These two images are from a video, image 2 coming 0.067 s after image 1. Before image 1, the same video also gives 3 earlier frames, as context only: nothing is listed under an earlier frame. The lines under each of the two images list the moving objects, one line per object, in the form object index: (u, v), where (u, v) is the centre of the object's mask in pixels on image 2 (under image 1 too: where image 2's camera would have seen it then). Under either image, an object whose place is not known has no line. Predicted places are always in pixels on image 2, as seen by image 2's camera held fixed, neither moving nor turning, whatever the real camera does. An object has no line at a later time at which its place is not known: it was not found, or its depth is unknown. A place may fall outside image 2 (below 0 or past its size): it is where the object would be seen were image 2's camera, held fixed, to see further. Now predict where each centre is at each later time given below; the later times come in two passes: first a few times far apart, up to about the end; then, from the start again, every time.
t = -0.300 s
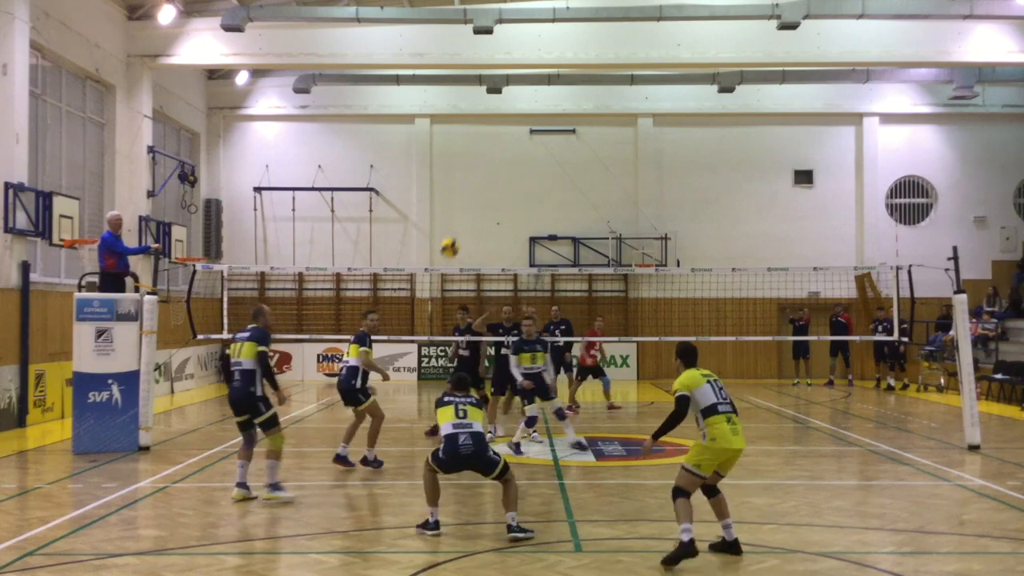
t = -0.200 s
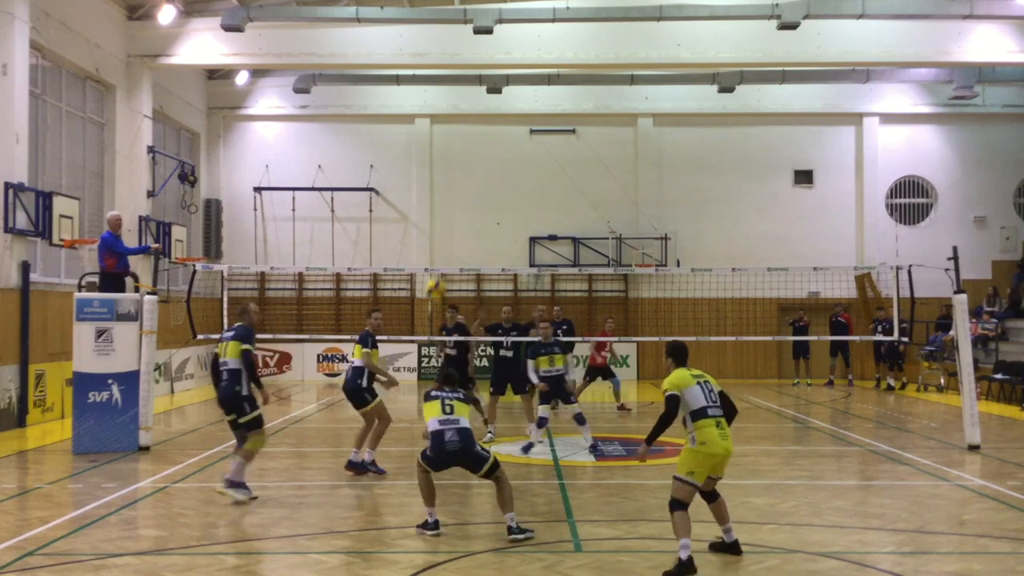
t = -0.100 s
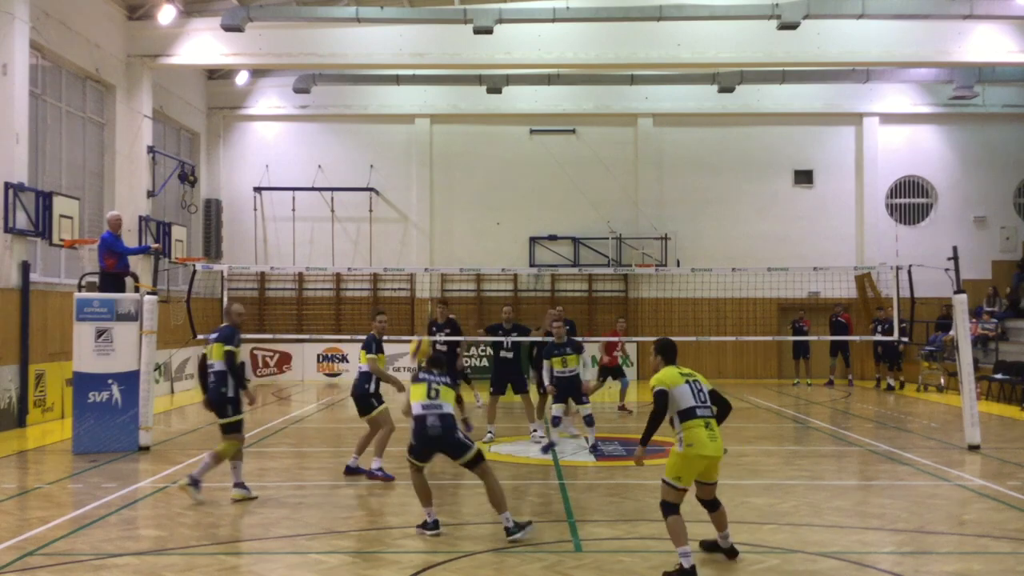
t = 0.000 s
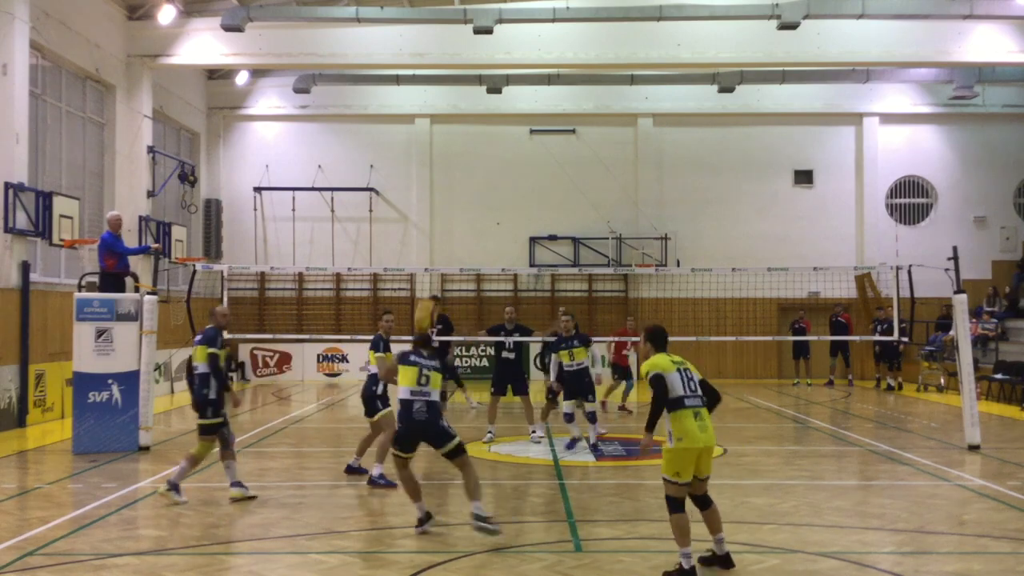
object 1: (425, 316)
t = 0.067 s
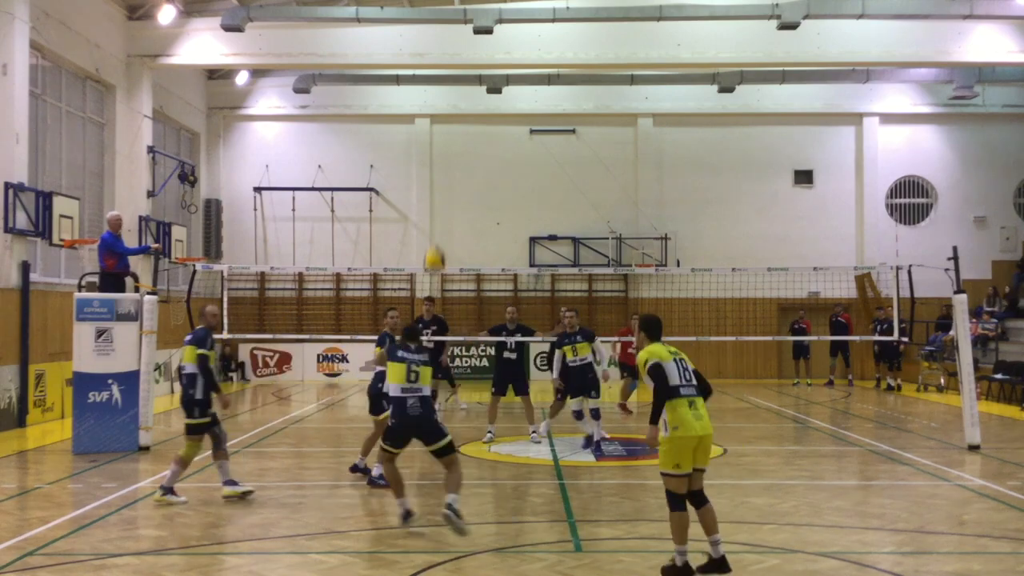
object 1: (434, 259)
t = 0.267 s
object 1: (464, 128)
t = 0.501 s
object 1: (498, 38)
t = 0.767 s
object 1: (534, 9)
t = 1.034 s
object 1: (568, 42)
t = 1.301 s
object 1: (598, 131)
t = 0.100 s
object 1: (440, 234)
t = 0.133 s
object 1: (445, 209)
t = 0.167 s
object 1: (451, 187)
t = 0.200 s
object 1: (455, 166)
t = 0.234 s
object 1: (460, 145)
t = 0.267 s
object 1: (464, 128)
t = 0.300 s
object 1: (470, 112)
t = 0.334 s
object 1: (475, 95)
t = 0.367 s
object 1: (478, 83)
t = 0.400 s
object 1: (484, 69)
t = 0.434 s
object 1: (488, 57)
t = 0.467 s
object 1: (493, 48)
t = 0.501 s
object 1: (498, 38)
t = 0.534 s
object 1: (503, 30)
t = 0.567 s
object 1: (507, 25)
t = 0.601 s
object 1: (512, 19)
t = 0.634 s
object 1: (516, 14)
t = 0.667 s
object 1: (520, 11)
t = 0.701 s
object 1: (525, 9)
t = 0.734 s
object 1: (530, 9)
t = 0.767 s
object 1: (534, 9)
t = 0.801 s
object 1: (538, 9)
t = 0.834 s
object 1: (543, 10)
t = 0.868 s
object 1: (547, 14)
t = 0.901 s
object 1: (552, 17)
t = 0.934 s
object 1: (555, 22)
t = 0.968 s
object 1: (559, 28)
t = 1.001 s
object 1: (563, 35)
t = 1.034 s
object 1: (568, 42)
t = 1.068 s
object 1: (572, 50)
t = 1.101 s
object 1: (576, 59)
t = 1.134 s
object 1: (580, 69)
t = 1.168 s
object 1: (583, 80)
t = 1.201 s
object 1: (587, 92)
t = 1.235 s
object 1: (591, 104)
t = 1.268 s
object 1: (595, 118)
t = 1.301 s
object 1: (598, 131)
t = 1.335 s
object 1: (602, 145)
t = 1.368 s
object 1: (604, 161)
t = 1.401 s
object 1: (608, 176)
